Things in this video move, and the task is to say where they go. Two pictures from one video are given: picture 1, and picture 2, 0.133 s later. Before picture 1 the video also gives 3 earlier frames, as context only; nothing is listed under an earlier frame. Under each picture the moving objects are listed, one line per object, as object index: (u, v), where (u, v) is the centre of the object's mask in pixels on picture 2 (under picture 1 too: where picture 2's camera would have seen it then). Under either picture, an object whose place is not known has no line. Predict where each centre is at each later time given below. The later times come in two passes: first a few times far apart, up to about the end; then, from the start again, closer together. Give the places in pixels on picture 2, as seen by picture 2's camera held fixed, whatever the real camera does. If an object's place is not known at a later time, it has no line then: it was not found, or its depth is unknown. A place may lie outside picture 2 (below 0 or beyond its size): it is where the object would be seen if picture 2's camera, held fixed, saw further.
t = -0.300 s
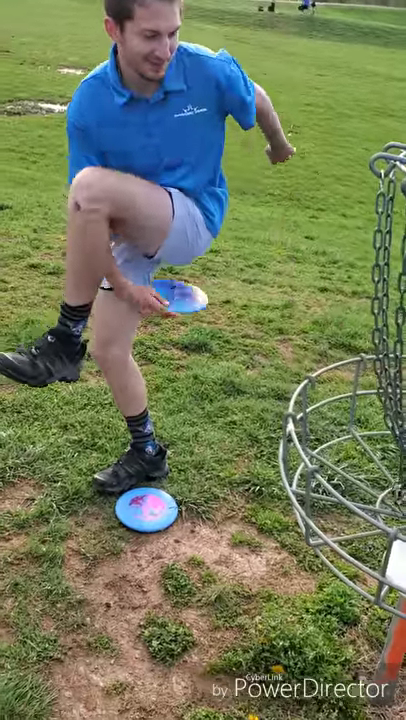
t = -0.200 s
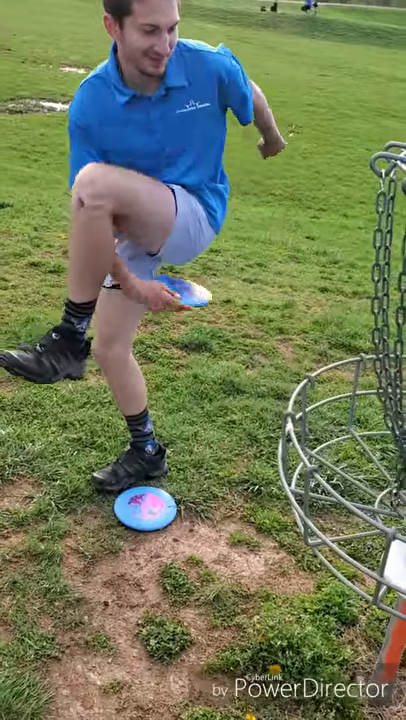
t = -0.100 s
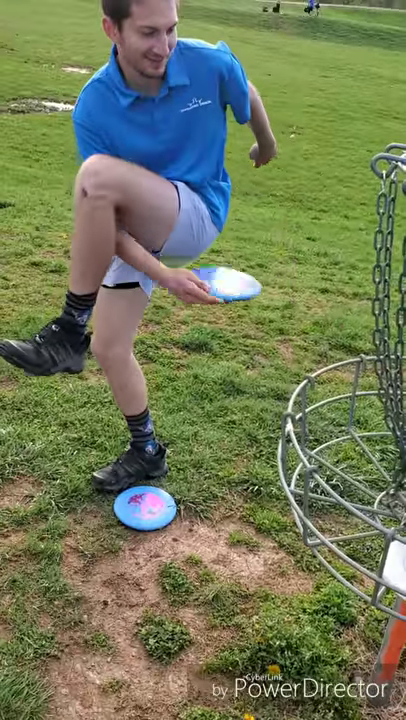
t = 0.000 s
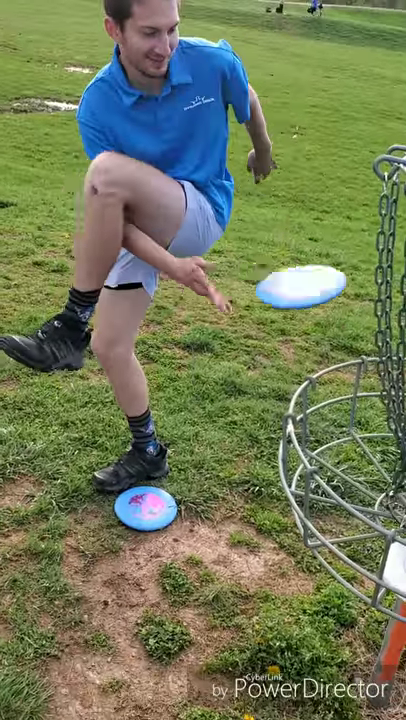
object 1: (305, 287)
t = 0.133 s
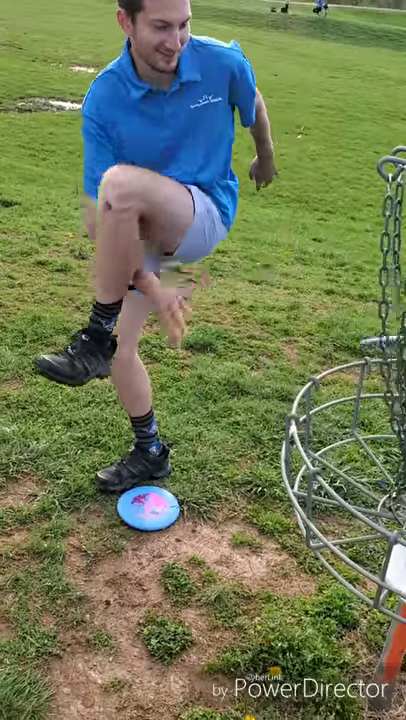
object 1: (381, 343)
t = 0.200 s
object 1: (394, 376)
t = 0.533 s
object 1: (384, 456)
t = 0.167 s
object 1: (392, 361)
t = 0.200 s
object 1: (394, 376)
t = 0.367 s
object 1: (393, 447)
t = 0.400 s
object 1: (390, 449)
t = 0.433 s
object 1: (389, 456)
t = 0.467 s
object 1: (386, 459)
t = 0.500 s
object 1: (386, 456)
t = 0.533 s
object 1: (384, 456)
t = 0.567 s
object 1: (382, 453)
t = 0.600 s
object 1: (379, 453)
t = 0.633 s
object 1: (373, 460)
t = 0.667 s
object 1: (370, 465)
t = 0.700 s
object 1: (371, 464)
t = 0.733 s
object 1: (371, 463)
